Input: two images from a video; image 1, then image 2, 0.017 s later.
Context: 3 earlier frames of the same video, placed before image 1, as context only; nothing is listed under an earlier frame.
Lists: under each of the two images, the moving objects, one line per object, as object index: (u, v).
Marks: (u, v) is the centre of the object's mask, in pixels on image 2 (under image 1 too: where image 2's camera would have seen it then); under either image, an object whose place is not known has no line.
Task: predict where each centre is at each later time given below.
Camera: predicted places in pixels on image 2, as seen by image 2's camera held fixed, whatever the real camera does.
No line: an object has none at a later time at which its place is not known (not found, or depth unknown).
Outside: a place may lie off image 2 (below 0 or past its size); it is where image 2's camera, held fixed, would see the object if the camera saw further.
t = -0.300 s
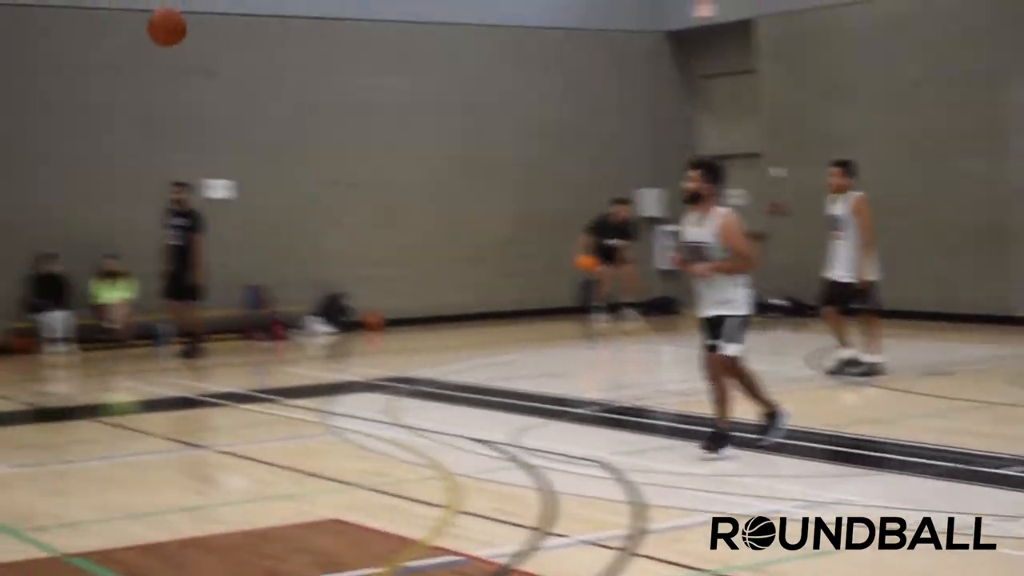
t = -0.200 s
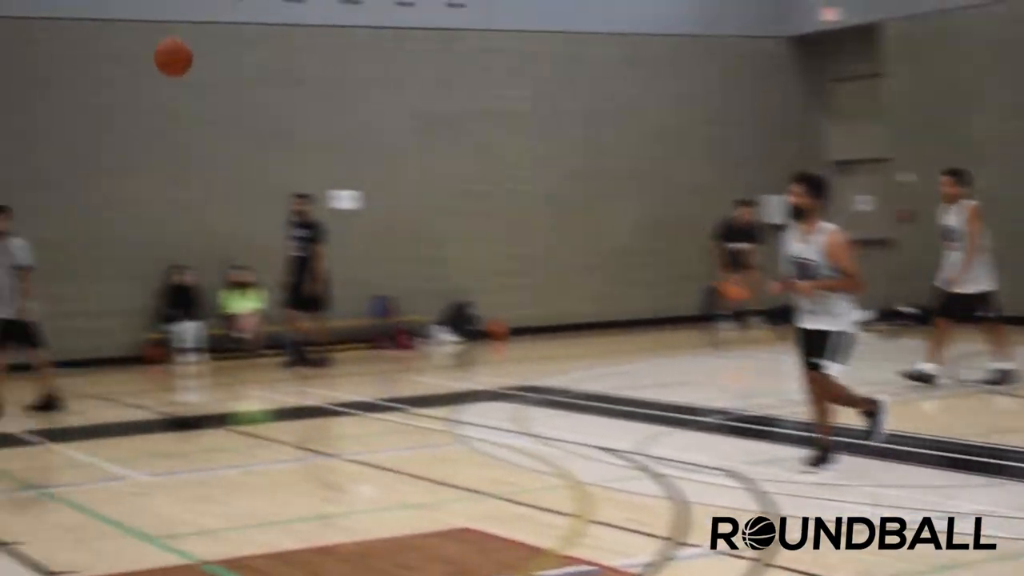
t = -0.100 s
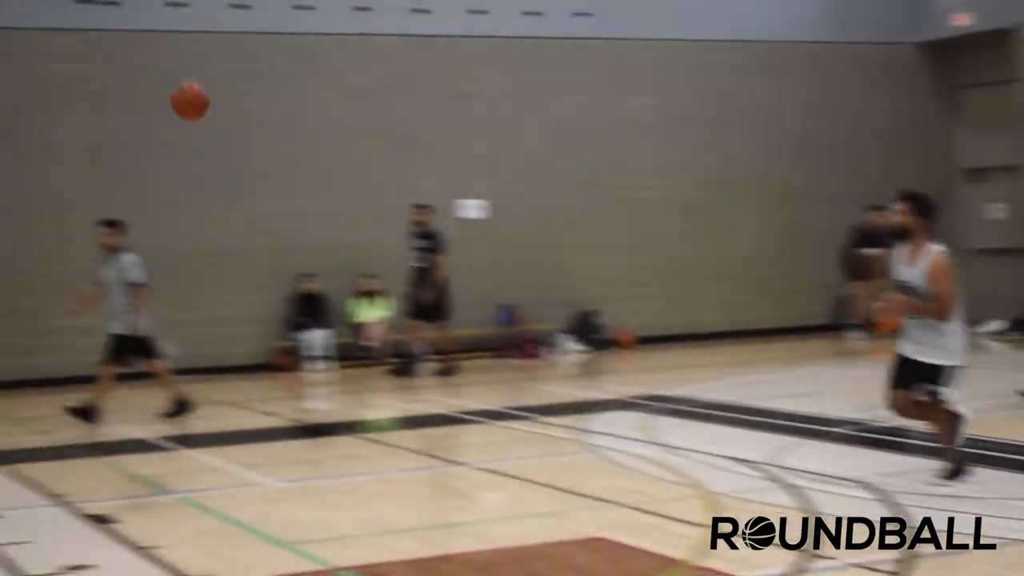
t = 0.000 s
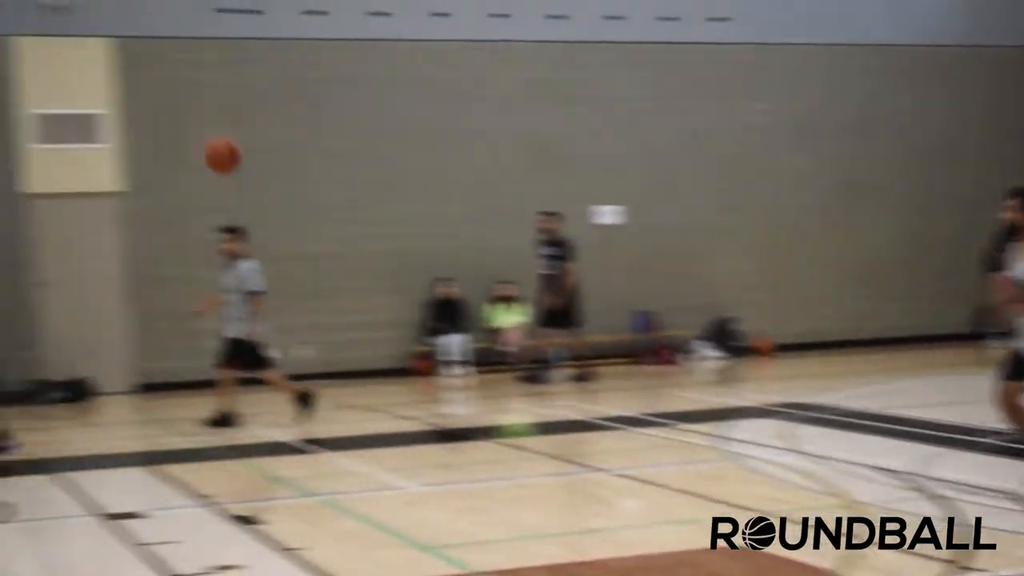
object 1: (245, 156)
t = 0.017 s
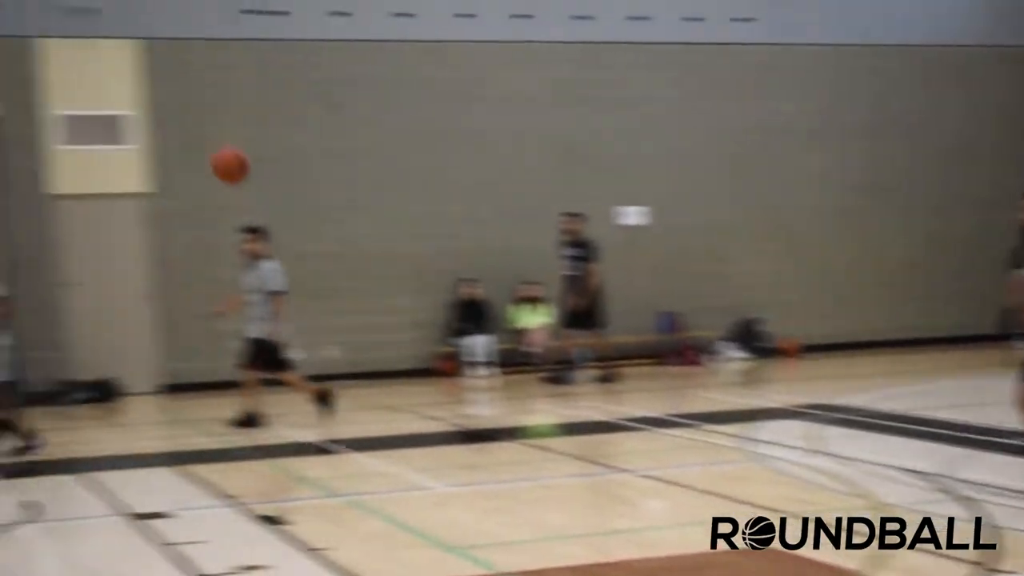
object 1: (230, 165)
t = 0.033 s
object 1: (216, 175)
